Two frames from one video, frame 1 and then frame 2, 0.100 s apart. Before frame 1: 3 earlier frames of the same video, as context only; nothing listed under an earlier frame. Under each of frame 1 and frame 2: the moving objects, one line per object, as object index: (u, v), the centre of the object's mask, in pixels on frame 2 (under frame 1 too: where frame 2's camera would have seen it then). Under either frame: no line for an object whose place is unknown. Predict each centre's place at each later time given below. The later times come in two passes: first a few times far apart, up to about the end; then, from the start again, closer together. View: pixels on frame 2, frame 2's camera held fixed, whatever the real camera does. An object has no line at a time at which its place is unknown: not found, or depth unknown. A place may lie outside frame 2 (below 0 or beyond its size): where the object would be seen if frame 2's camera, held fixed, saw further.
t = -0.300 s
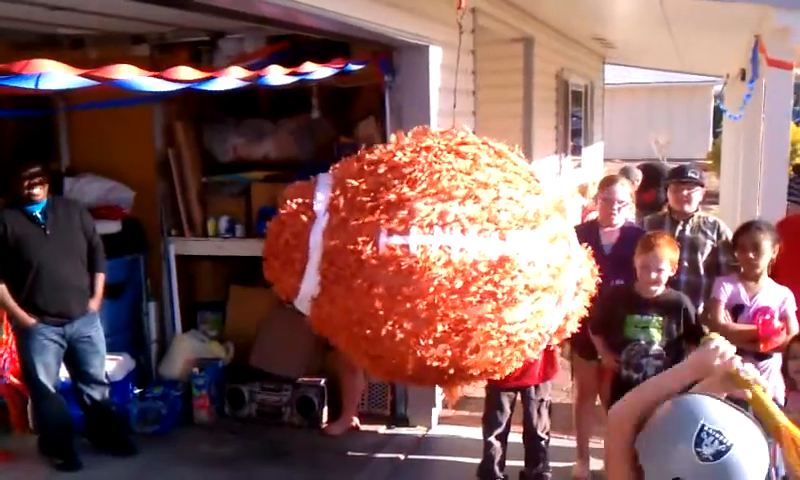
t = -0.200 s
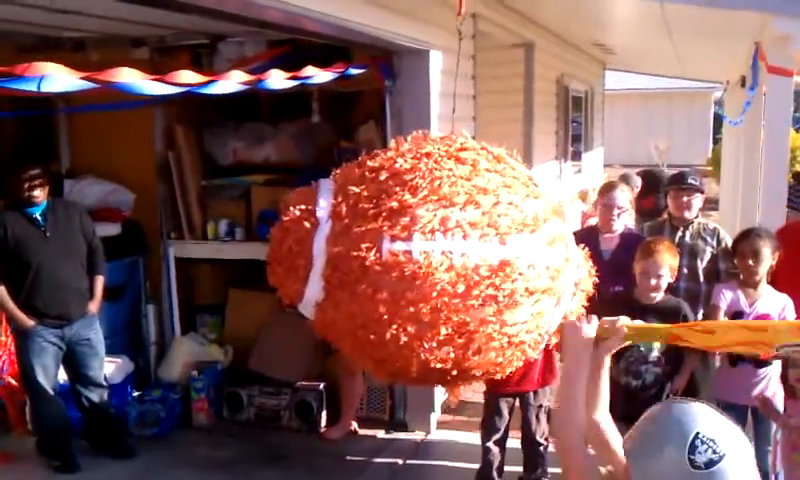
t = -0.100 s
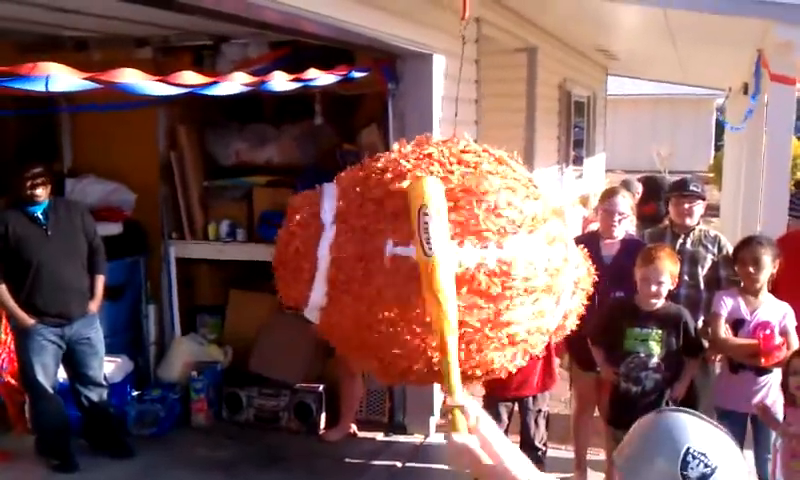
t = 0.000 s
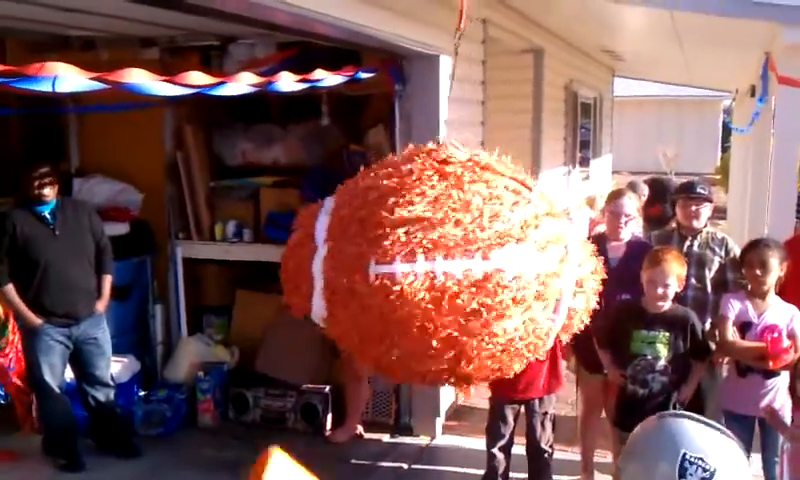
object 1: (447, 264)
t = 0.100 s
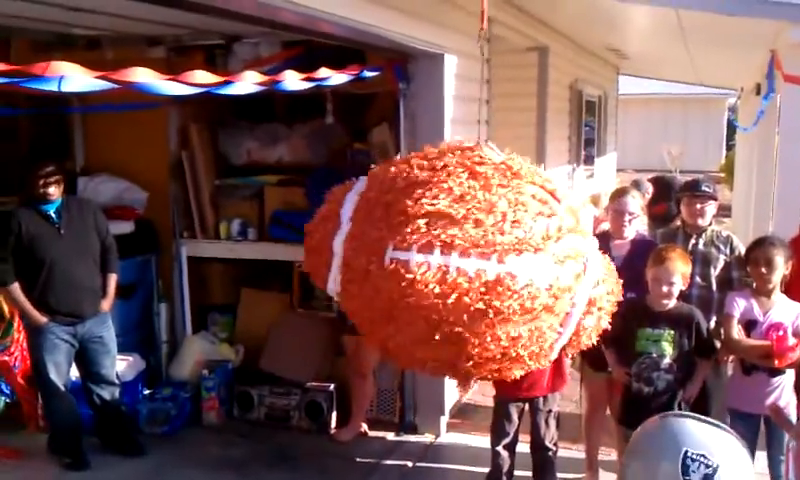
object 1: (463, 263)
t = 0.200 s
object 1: (471, 257)
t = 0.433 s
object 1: (488, 252)
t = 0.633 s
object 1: (517, 253)
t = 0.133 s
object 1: (469, 261)
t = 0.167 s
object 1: (472, 261)
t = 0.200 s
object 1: (471, 257)
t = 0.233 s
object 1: (472, 258)
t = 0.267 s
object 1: (474, 257)
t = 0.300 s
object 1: (472, 254)
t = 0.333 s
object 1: (477, 252)
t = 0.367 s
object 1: (478, 254)
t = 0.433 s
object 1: (488, 252)
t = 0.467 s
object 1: (493, 248)
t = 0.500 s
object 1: (501, 248)
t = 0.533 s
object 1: (506, 248)
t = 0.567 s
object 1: (511, 247)
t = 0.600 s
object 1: (516, 252)
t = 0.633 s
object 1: (517, 253)
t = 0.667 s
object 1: (517, 254)
